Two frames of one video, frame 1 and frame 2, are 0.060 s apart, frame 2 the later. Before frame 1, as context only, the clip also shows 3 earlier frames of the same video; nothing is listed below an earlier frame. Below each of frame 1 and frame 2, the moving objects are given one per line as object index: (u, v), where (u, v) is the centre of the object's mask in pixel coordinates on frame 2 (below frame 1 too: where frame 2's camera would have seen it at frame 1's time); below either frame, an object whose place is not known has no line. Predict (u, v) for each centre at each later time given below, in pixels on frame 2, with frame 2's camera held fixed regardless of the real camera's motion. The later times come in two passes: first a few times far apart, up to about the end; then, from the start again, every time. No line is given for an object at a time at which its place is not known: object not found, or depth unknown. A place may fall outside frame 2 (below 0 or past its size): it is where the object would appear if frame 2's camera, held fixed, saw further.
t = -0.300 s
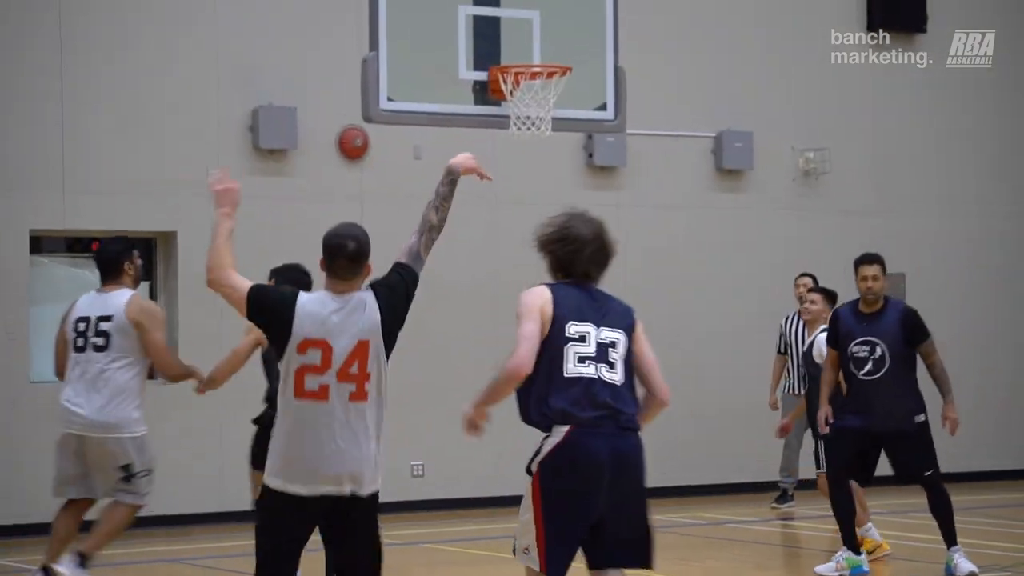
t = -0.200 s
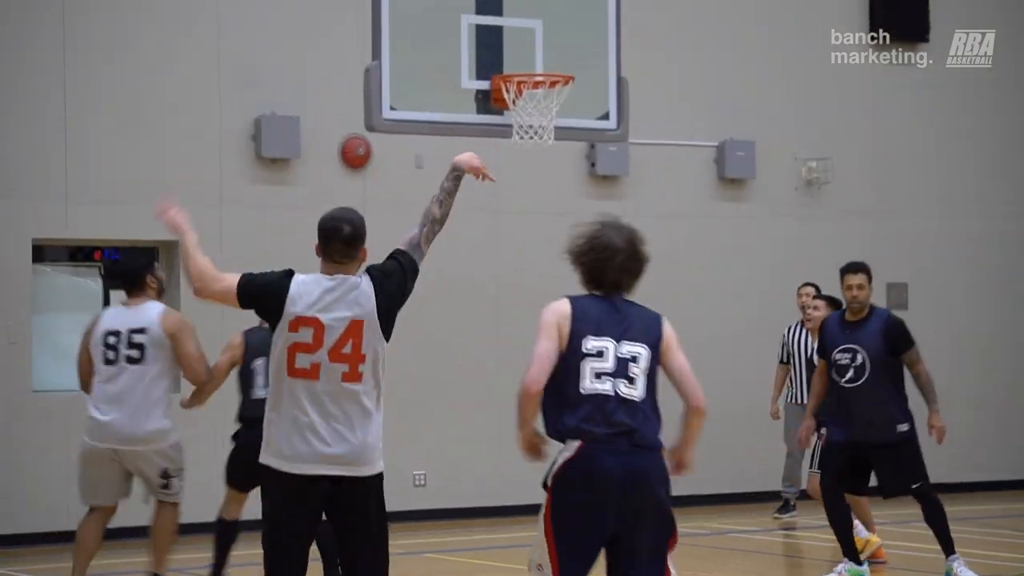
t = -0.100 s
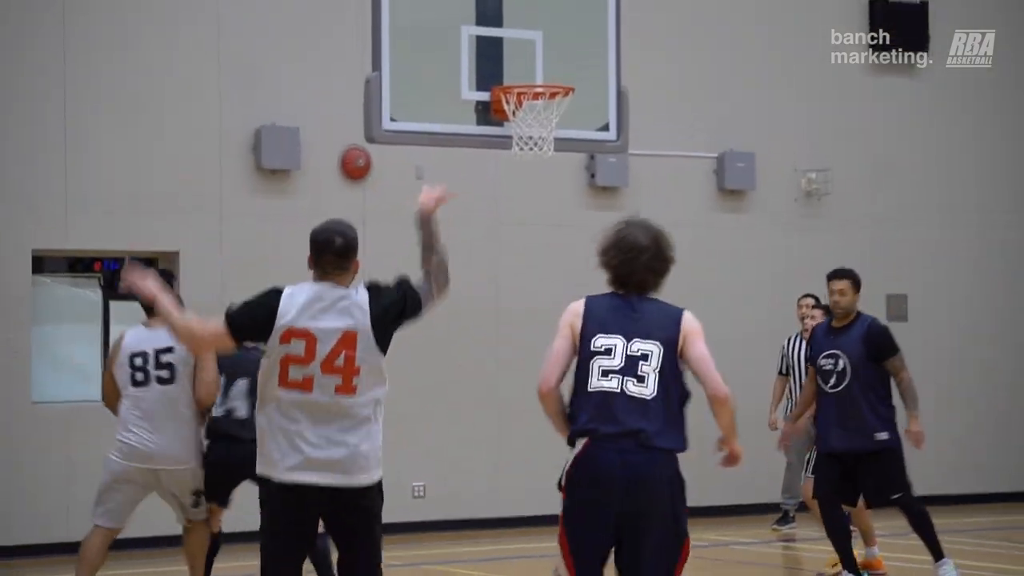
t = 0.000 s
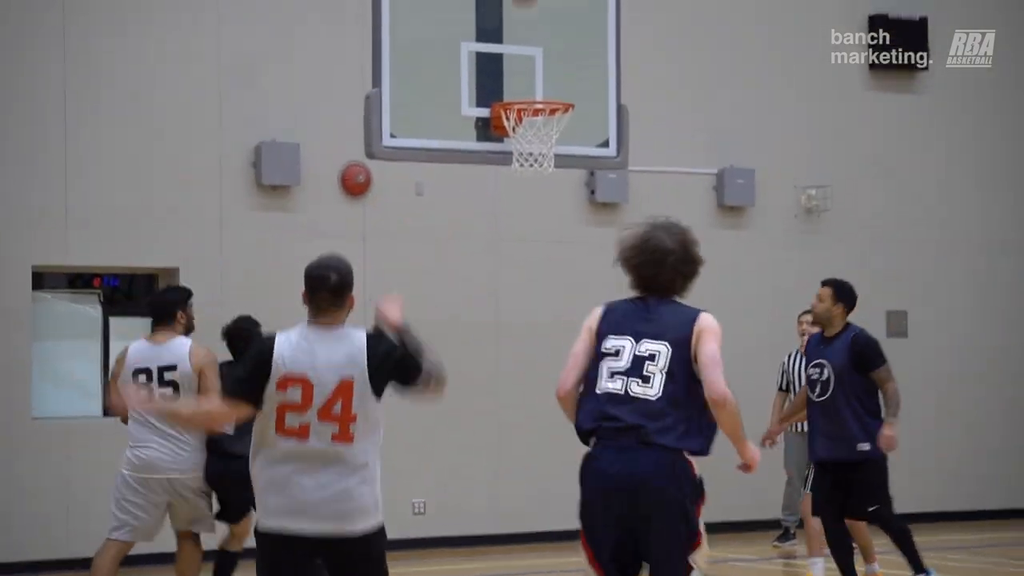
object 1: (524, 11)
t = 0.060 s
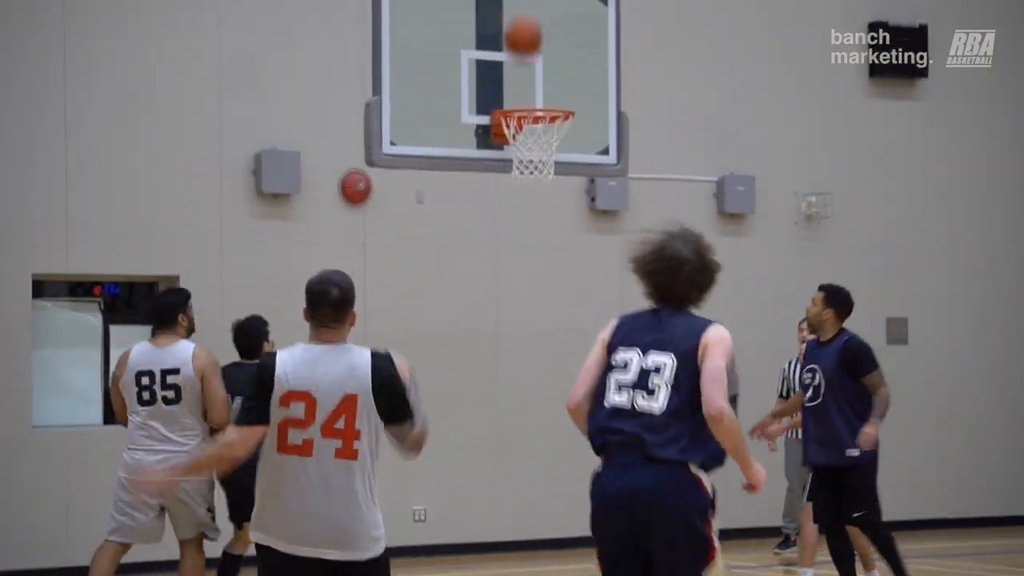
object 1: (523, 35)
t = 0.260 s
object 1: (552, 176)
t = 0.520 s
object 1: (622, 339)
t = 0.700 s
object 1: (672, 520)
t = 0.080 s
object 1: (523, 54)
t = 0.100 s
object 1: (523, 73)
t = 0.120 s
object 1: (523, 90)
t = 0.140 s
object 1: (523, 106)
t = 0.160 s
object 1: (526, 129)
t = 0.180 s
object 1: (536, 141)
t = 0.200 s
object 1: (536, 153)
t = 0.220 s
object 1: (539, 167)
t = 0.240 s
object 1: (547, 169)
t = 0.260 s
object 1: (552, 176)
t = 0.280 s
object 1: (558, 185)
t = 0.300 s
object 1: (564, 194)
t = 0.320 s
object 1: (569, 203)
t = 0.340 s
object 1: (573, 215)
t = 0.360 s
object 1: (579, 226)
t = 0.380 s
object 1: (584, 237)
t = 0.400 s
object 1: (590, 250)
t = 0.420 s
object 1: (595, 263)
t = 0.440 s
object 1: (600, 277)
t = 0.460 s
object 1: (606, 293)
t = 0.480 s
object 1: (611, 307)
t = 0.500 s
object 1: (616, 324)
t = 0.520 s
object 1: (622, 339)
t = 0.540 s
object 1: (627, 357)
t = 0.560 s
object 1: (633, 375)
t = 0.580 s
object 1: (639, 395)
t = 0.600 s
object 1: (644, 414)
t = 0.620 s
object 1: (650, 436)
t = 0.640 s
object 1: (655, 456)
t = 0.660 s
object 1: (661, 477)
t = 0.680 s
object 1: (666, 498)
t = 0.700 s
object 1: (672, 520)
